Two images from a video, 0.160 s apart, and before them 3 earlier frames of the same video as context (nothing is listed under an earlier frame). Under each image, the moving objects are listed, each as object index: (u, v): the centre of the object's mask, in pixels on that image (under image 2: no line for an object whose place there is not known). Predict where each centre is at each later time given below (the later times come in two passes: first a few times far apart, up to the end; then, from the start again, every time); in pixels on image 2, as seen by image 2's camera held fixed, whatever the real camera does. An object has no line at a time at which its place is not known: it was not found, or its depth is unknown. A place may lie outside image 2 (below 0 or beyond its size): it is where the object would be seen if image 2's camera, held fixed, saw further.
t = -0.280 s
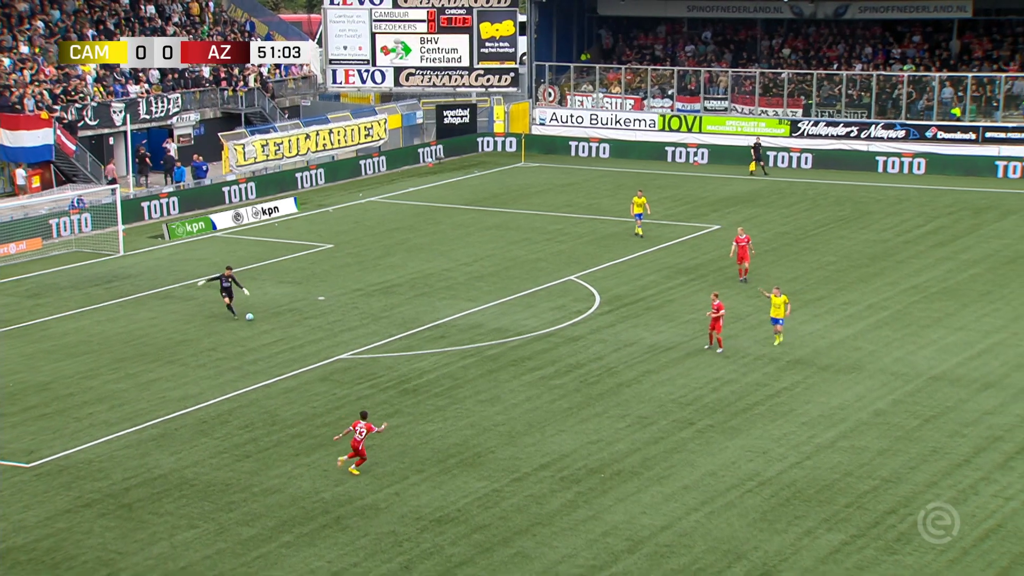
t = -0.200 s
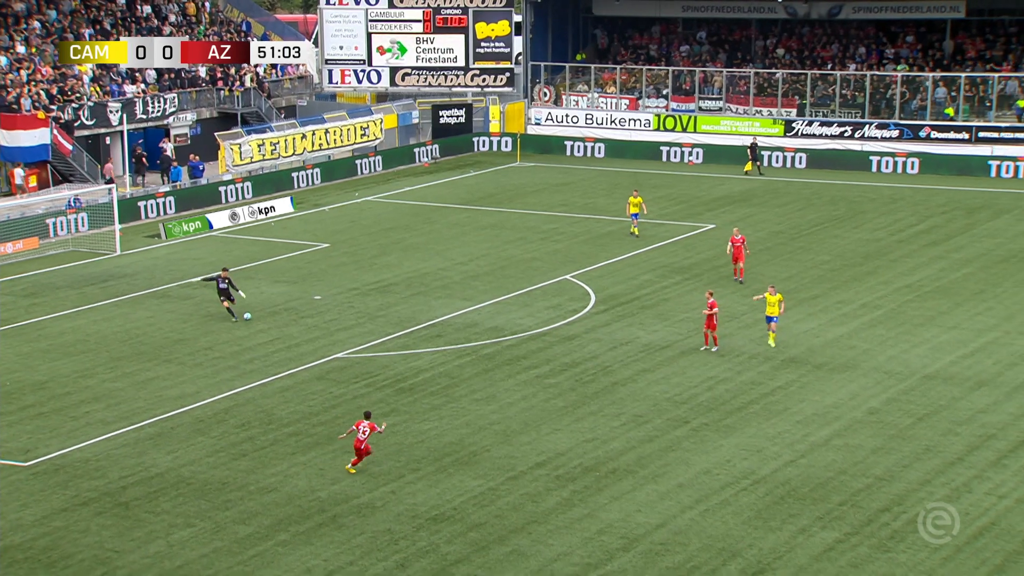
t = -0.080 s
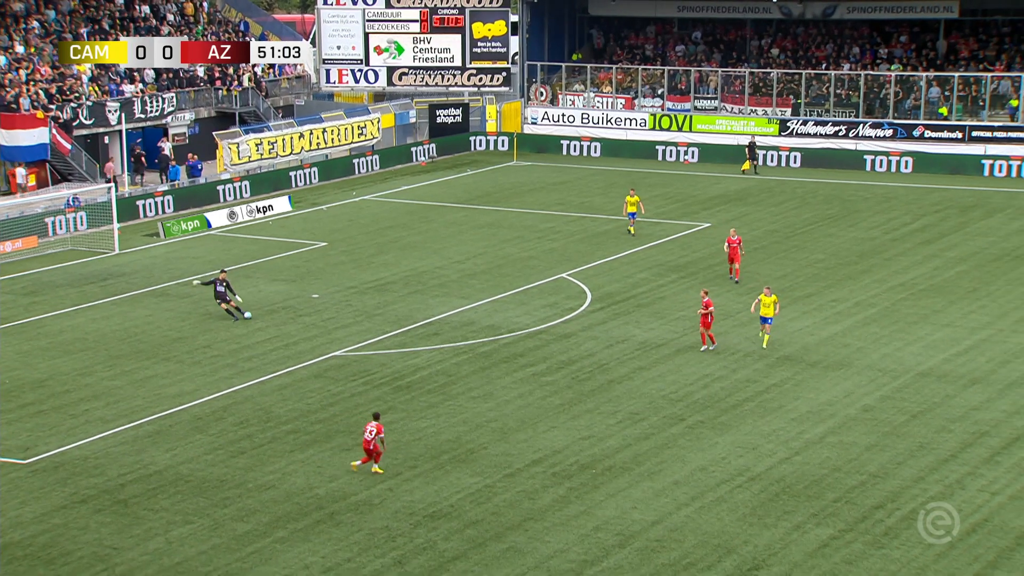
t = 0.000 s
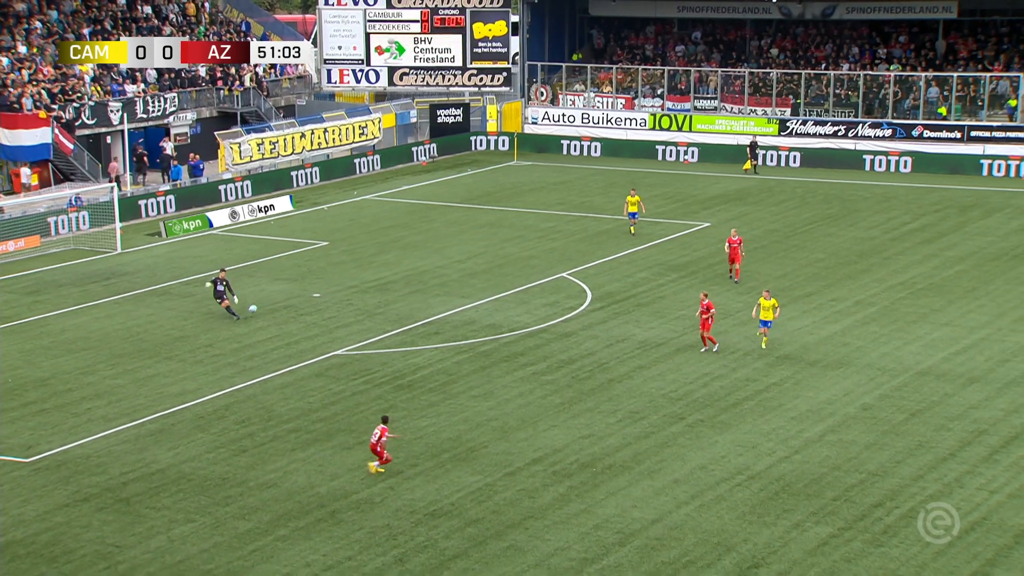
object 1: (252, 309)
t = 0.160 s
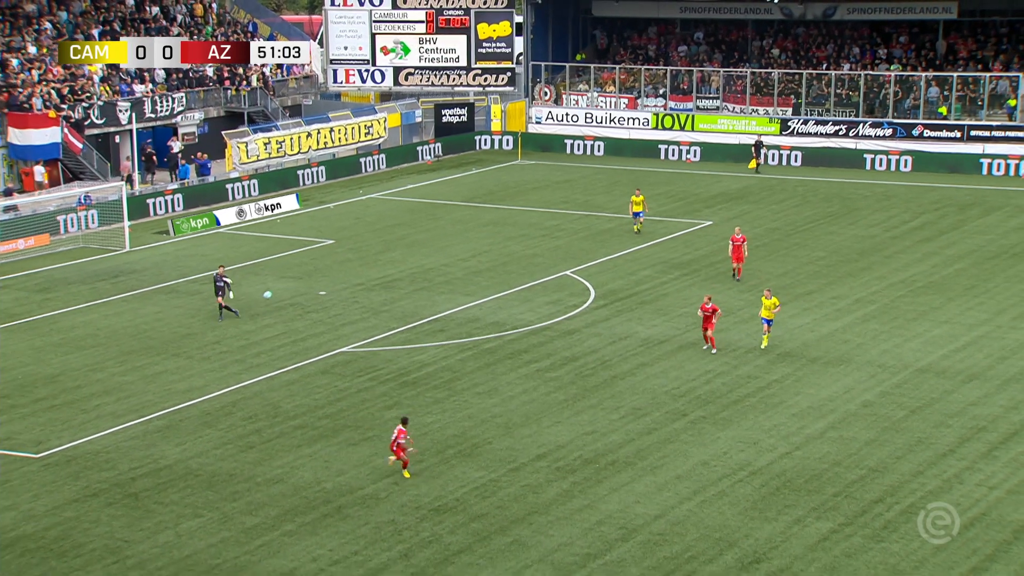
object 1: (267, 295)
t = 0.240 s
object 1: (273, 290)
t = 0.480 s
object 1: (290, 278)
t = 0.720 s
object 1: (310, 273)
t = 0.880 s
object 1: (325, 277)
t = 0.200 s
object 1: (270, 292)
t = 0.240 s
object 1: (273, 290)
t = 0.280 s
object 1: (275, 288)
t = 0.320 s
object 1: (278, 286)
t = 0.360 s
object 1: (281, 283)
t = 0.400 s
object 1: (284, 281)
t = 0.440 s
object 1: (287, 279)
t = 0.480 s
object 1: (290, 278)
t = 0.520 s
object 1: (293, 277)
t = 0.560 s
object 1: (297, 275)
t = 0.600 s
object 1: (300, 274)
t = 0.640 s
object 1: (303, 274)
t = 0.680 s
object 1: (307, 273)
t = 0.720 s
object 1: (310, 273)
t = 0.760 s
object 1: (314, 274)
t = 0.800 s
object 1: (318, 274)
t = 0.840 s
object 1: (321, 275)
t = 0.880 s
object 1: (325, 277)
